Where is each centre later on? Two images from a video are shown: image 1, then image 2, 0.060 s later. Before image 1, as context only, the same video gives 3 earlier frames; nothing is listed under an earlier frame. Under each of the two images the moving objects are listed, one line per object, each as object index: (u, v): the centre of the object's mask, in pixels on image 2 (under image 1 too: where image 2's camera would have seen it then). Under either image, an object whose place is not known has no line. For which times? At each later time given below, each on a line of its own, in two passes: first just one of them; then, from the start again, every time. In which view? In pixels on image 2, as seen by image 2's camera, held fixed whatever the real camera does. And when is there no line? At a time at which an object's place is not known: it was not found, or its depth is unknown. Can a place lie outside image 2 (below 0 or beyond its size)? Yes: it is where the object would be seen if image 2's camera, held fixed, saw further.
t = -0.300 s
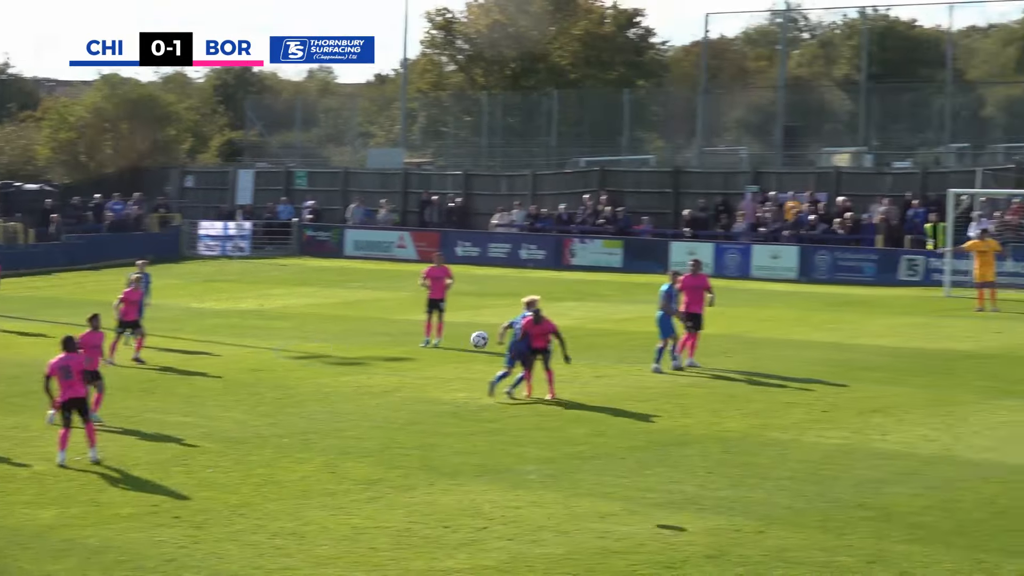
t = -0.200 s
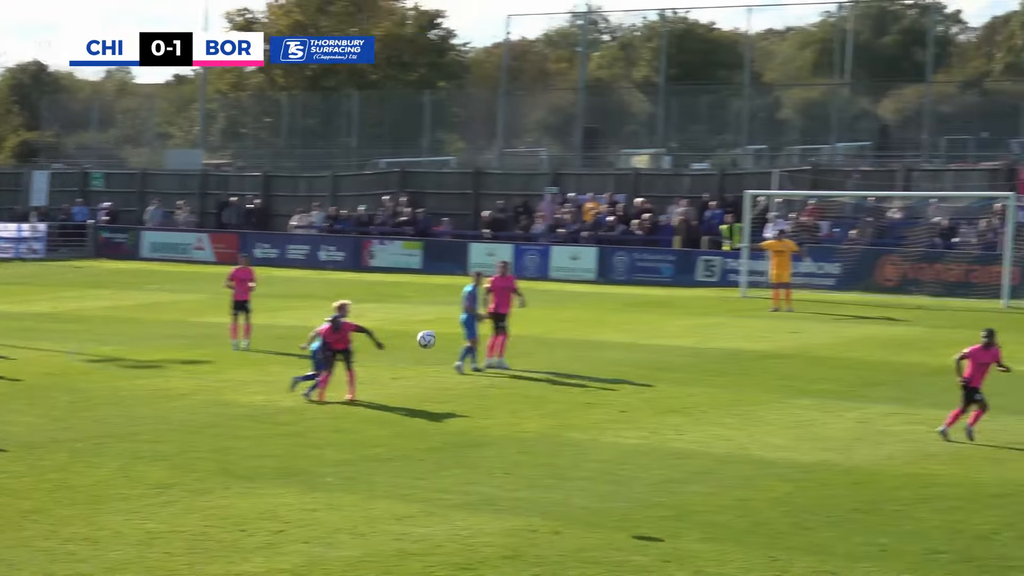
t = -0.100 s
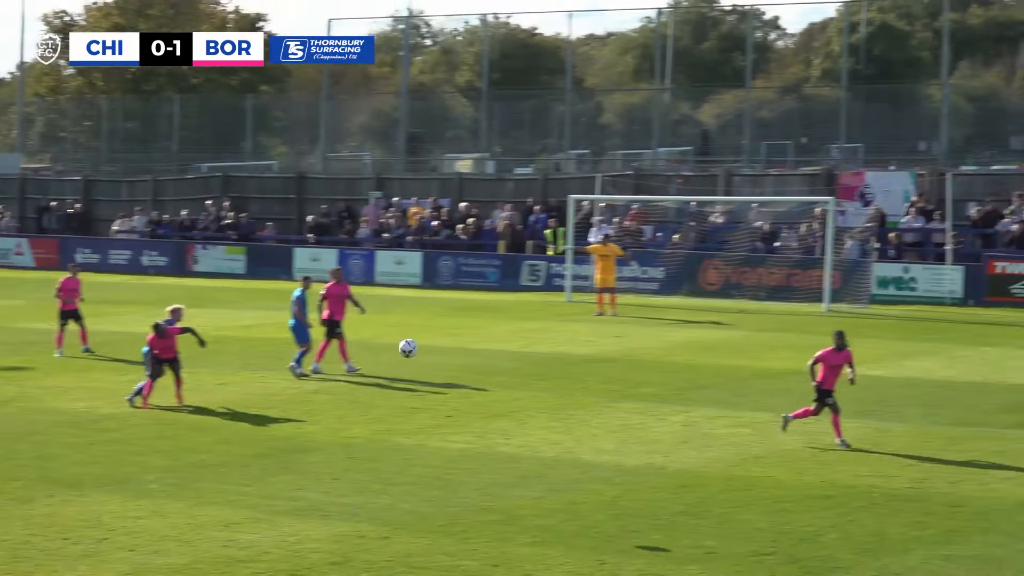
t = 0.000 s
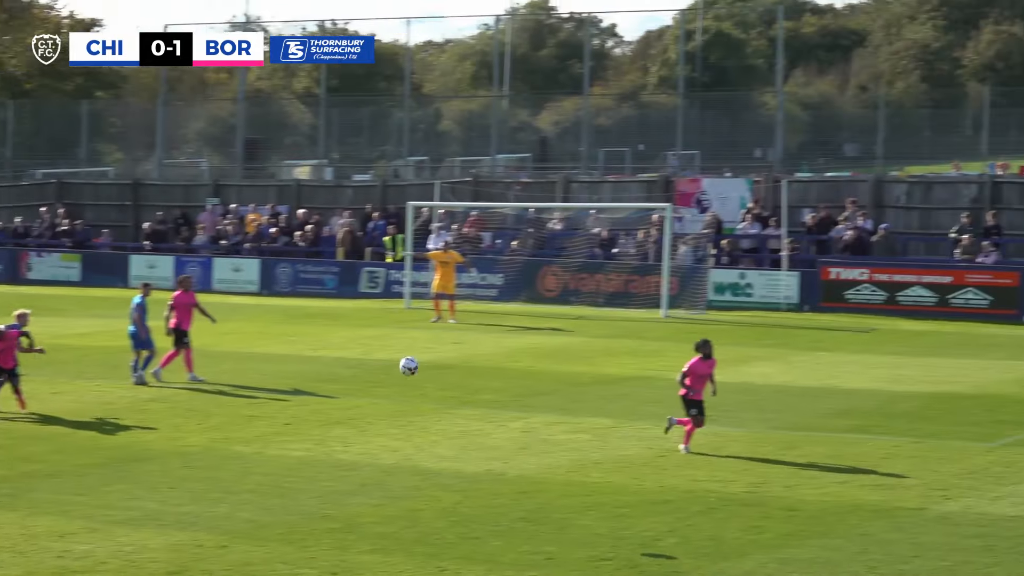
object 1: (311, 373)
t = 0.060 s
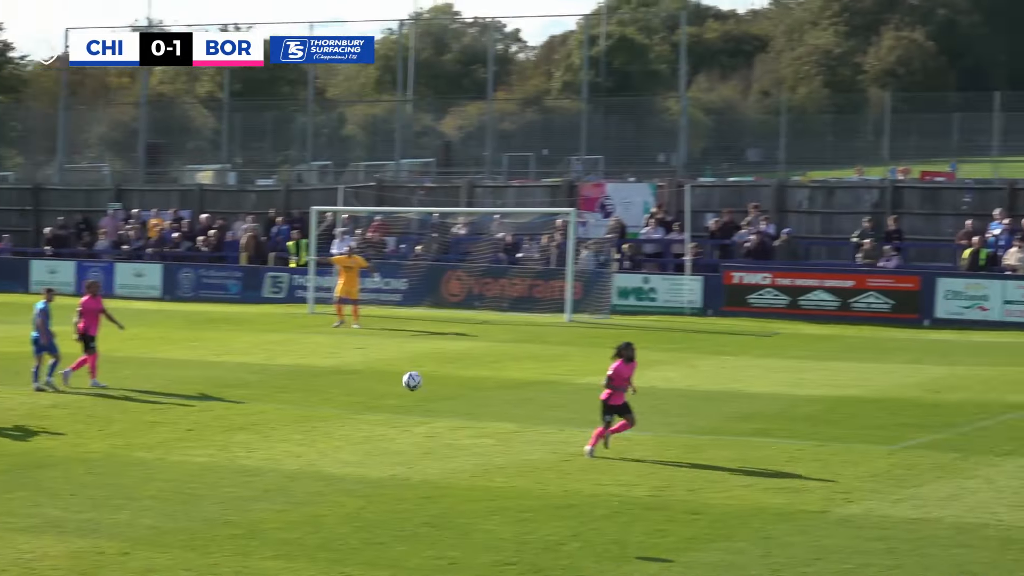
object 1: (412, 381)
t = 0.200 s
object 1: (647, 415)
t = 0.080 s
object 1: (445, 384)
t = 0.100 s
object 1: (478, 388)
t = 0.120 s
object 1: (511, 393)
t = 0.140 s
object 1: (544, 397)
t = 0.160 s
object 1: (578, 403)
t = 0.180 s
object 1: (612, 409)
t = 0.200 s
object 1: (647, 415)
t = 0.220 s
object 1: (680, 423)
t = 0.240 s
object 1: (715, 430)
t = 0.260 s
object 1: (750, 438)
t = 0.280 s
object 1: (786, 447)
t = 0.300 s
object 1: (822, 457)
